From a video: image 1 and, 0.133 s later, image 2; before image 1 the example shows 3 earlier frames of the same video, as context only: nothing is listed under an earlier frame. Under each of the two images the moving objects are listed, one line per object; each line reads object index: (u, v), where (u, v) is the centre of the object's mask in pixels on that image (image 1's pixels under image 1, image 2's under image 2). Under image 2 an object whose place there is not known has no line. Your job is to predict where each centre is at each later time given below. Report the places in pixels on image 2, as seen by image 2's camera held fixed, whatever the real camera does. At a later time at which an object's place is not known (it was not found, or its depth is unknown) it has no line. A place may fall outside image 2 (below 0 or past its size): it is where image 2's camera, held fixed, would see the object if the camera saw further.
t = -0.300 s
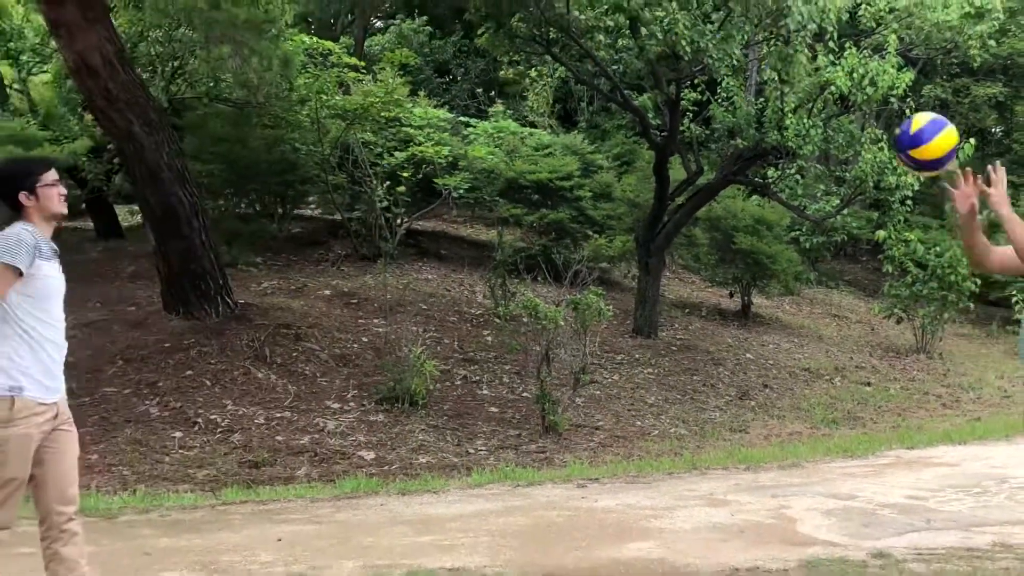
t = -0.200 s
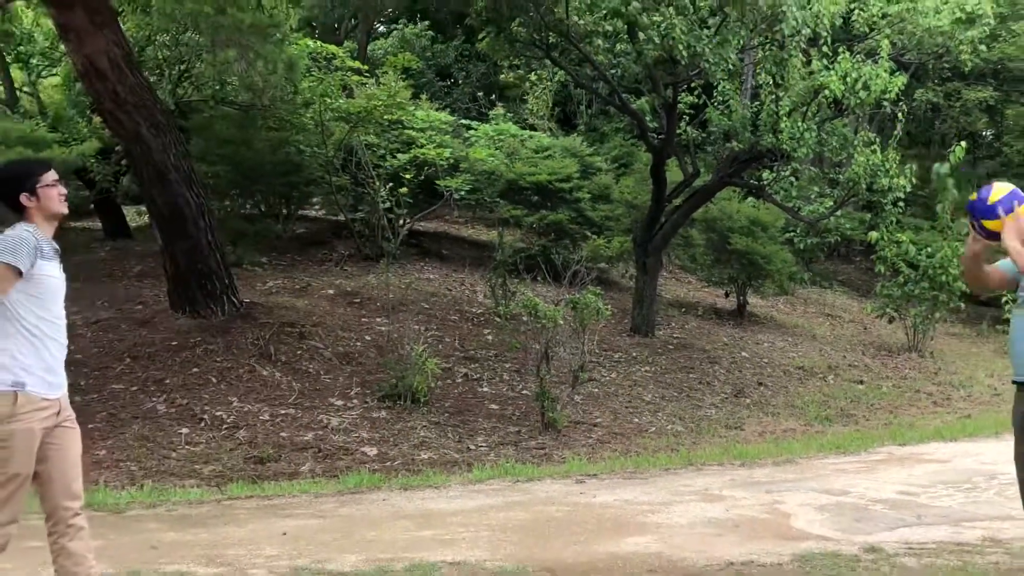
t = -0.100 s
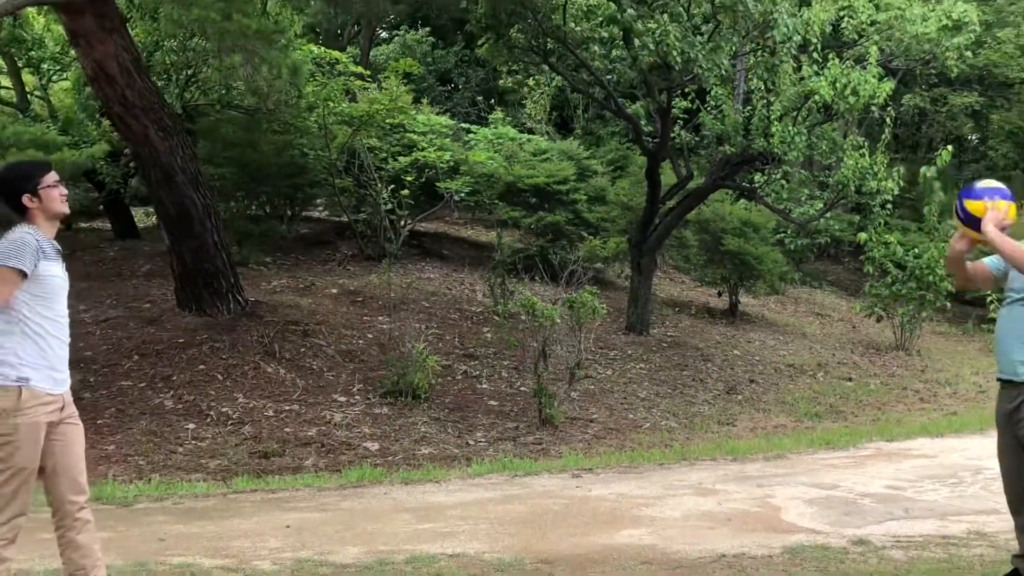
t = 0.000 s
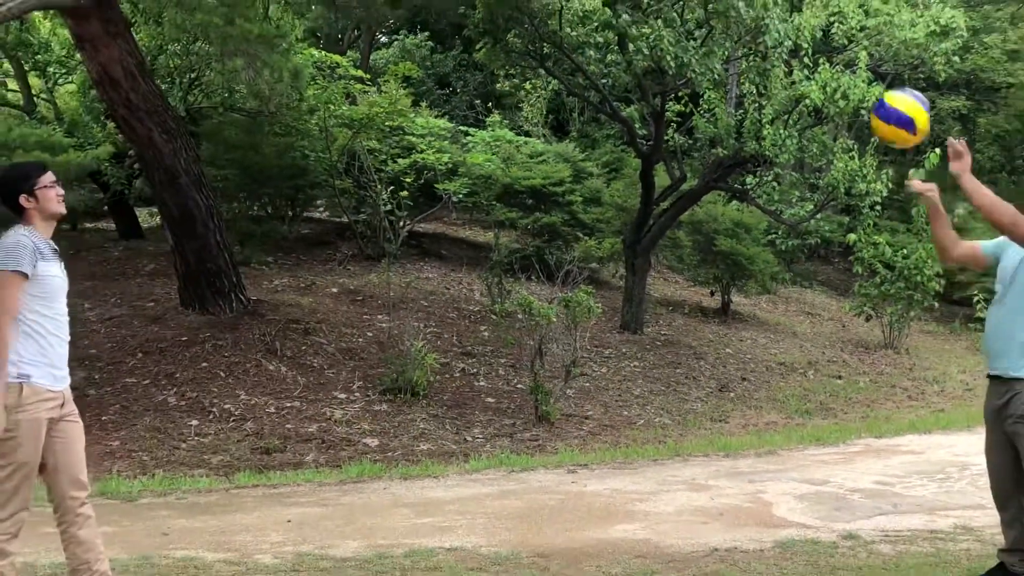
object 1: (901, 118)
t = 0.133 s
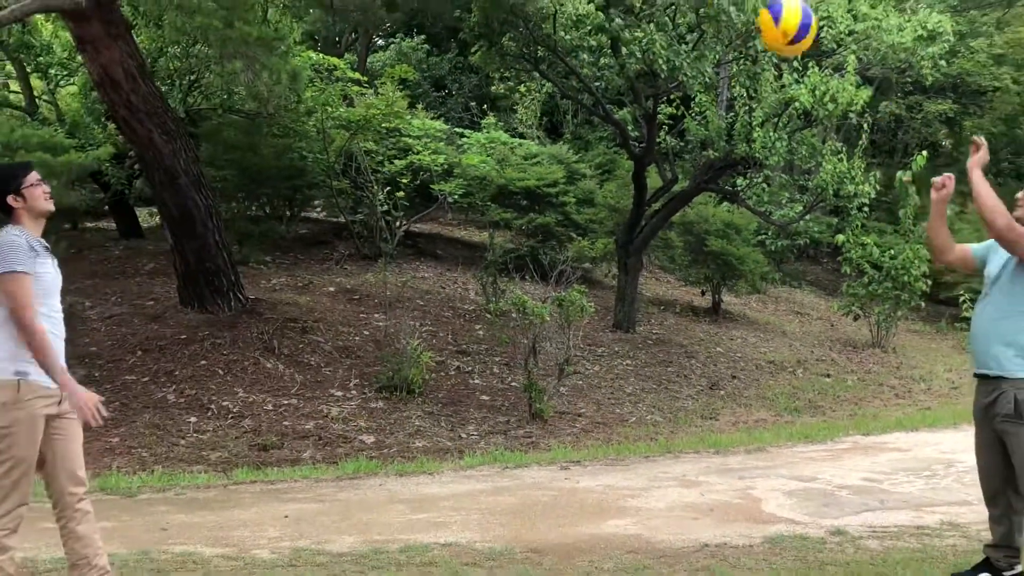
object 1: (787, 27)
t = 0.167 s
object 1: (762, 16)
